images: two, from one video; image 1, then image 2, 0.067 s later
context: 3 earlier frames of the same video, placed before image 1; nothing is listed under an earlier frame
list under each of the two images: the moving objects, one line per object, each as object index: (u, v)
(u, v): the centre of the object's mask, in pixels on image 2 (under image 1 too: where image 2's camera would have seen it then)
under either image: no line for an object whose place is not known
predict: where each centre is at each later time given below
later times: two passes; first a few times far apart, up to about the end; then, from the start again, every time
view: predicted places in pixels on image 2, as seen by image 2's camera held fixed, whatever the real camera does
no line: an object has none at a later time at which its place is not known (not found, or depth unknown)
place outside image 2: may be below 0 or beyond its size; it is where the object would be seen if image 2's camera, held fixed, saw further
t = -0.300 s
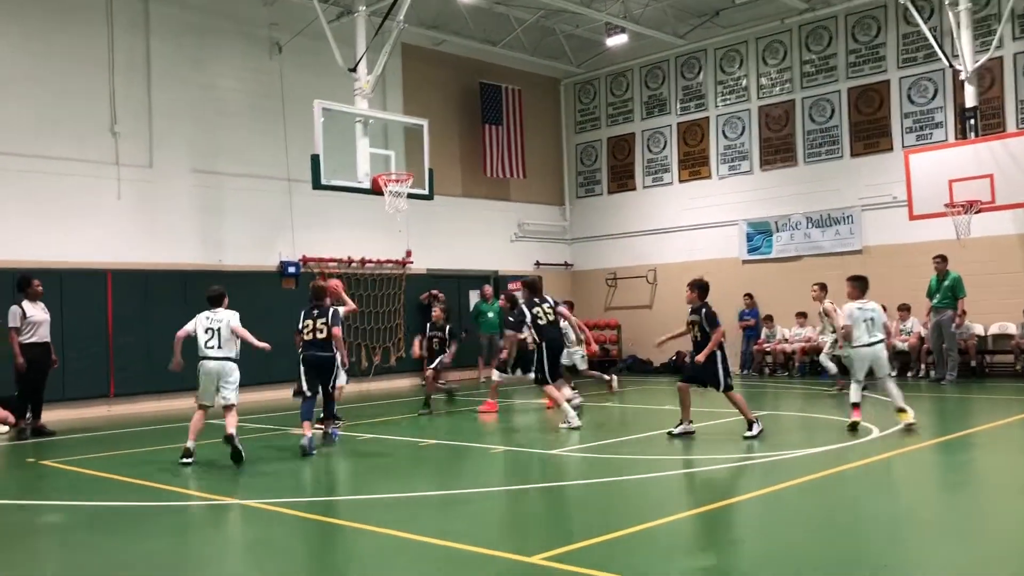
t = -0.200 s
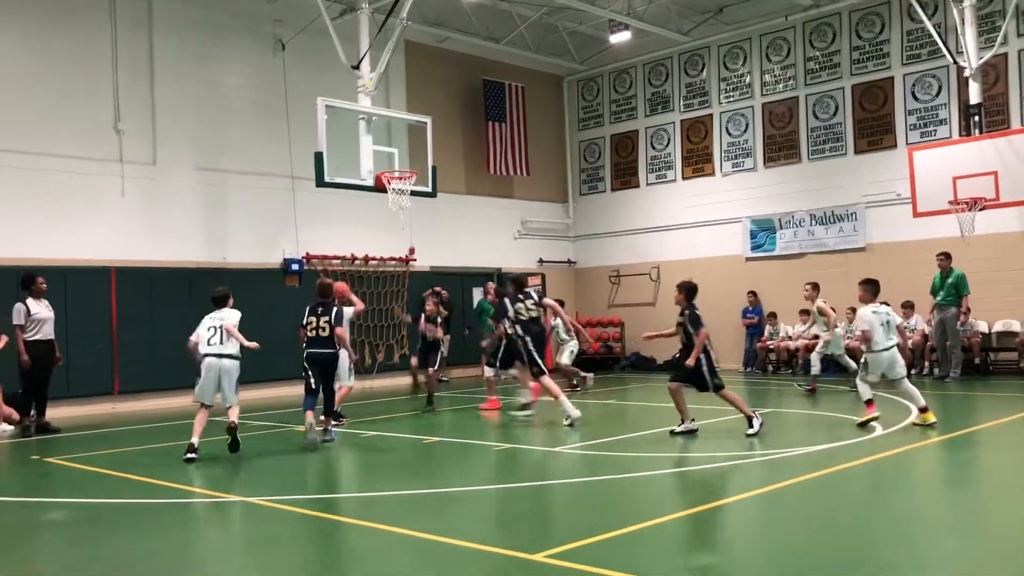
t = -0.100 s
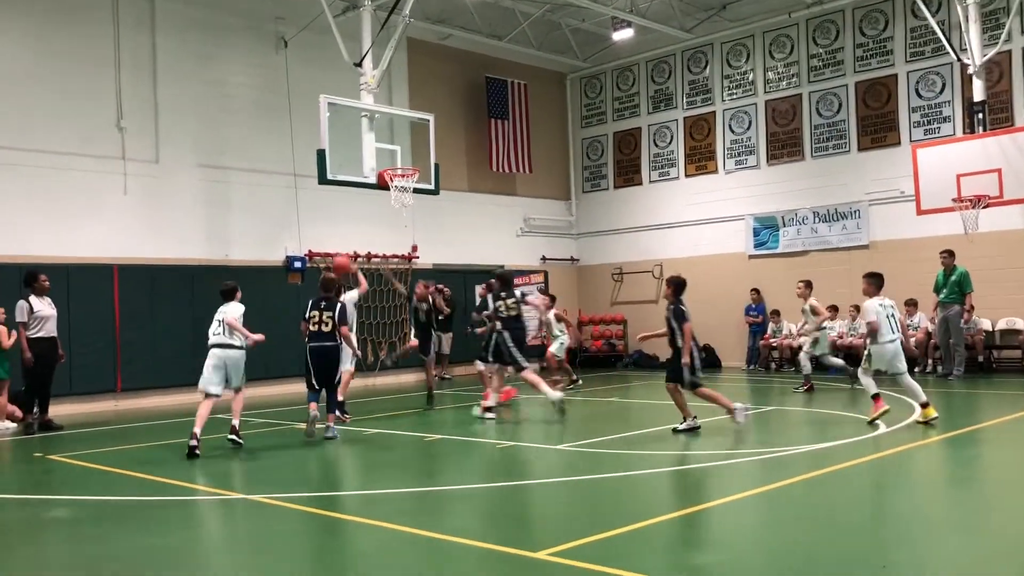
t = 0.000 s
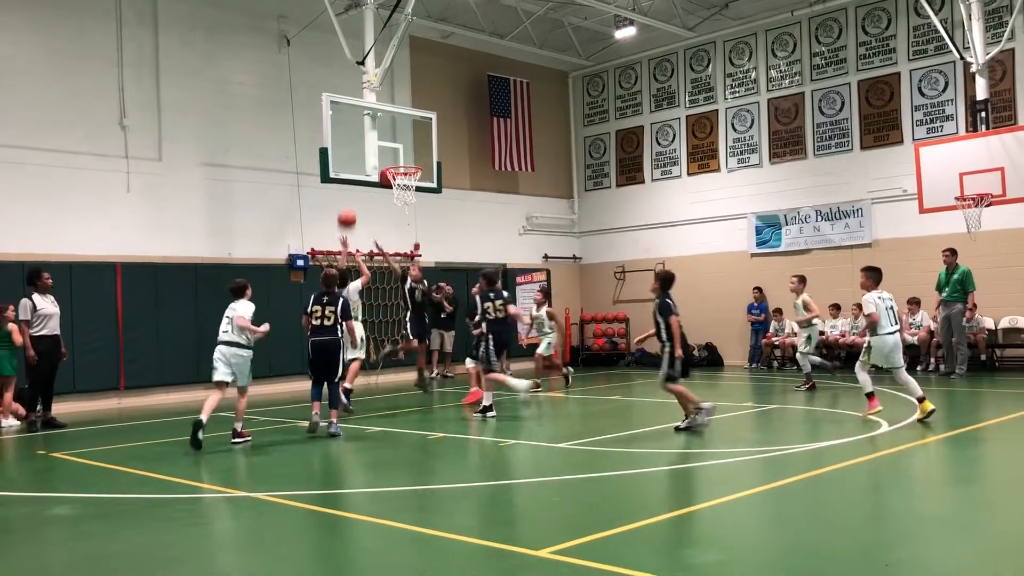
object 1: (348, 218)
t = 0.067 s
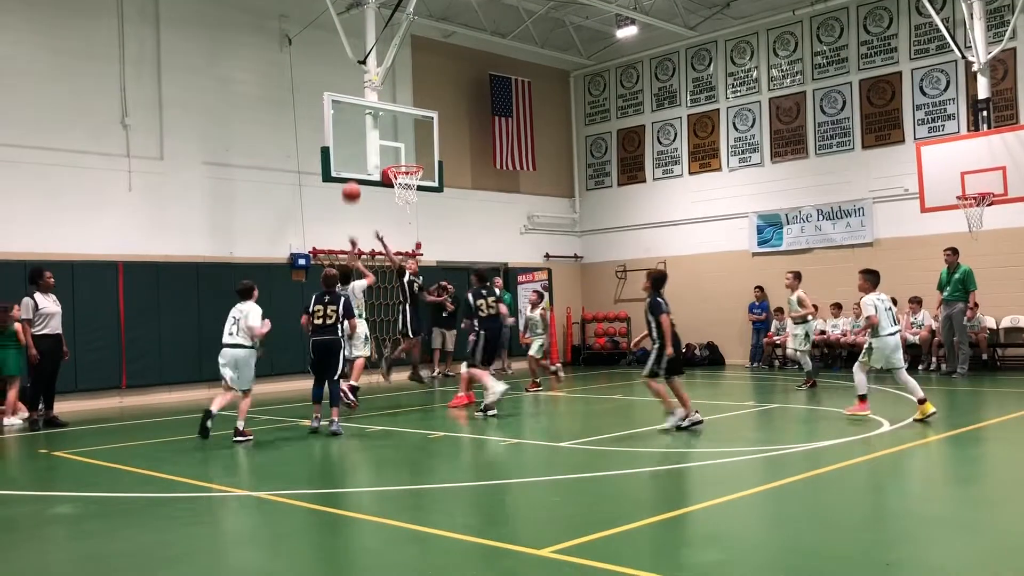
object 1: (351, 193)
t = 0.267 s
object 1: (359, 140)
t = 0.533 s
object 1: (390, 127)
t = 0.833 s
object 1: (431, 168)
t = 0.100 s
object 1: (353, 182)
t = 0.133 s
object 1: (354, 170)
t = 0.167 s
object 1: (356, 162)
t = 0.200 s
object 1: (356, 154)
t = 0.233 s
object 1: (358, 147)
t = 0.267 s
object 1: (359, 140)
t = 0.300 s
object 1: (361, 135)
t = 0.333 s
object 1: (365, 131)
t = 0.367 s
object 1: (369, 129)
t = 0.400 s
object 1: (374, 127)
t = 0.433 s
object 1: (378, 126)
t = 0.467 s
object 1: (382, 125)
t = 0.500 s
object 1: (386, 126)
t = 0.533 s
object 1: (390, 127)
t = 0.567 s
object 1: (395, 130)
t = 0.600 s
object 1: (399, 133)
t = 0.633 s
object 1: (404, 136)
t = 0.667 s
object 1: (409, 141)
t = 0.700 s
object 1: (413, 147)
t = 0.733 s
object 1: (417, 153)
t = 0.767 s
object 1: (422, 159)
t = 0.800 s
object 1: (426, 164)
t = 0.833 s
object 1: (431, 168)
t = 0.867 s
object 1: (435, 175)
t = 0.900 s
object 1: (441, 181)
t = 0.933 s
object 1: (445, 189)
